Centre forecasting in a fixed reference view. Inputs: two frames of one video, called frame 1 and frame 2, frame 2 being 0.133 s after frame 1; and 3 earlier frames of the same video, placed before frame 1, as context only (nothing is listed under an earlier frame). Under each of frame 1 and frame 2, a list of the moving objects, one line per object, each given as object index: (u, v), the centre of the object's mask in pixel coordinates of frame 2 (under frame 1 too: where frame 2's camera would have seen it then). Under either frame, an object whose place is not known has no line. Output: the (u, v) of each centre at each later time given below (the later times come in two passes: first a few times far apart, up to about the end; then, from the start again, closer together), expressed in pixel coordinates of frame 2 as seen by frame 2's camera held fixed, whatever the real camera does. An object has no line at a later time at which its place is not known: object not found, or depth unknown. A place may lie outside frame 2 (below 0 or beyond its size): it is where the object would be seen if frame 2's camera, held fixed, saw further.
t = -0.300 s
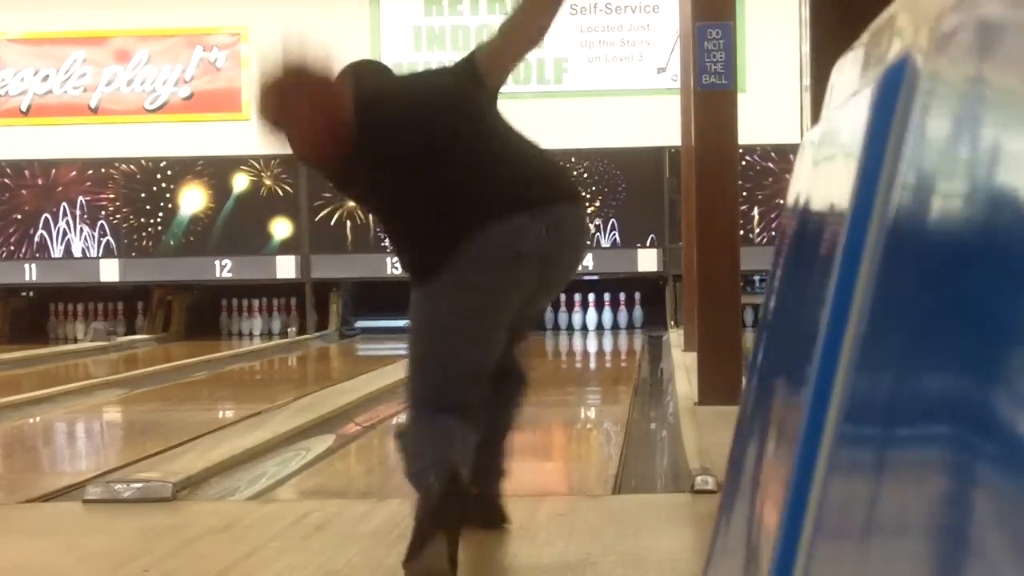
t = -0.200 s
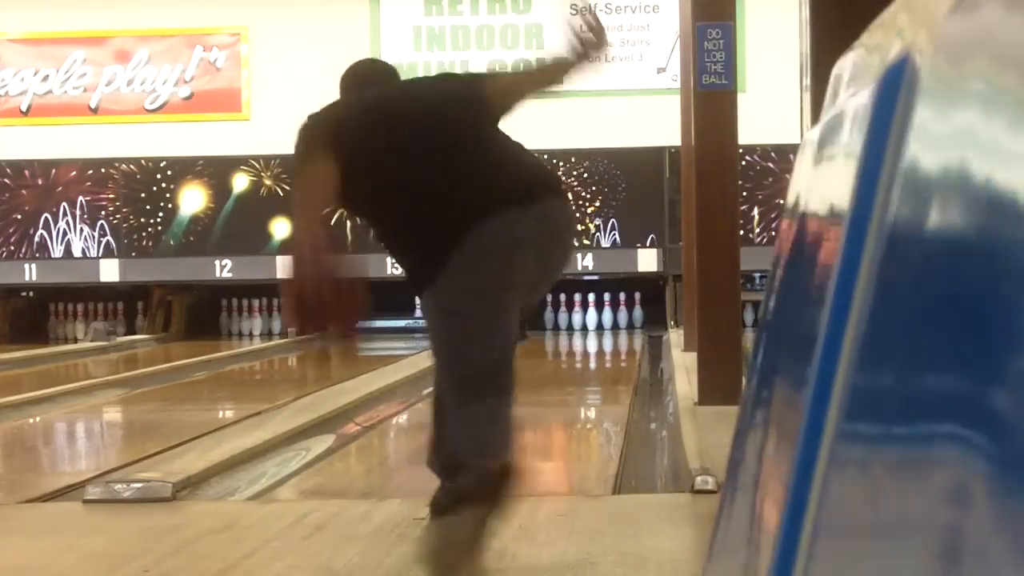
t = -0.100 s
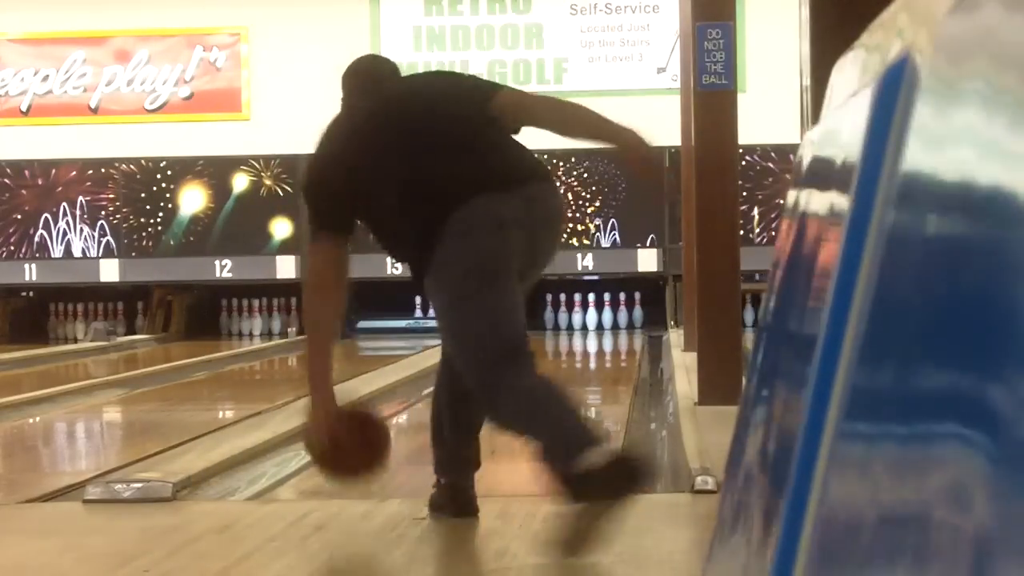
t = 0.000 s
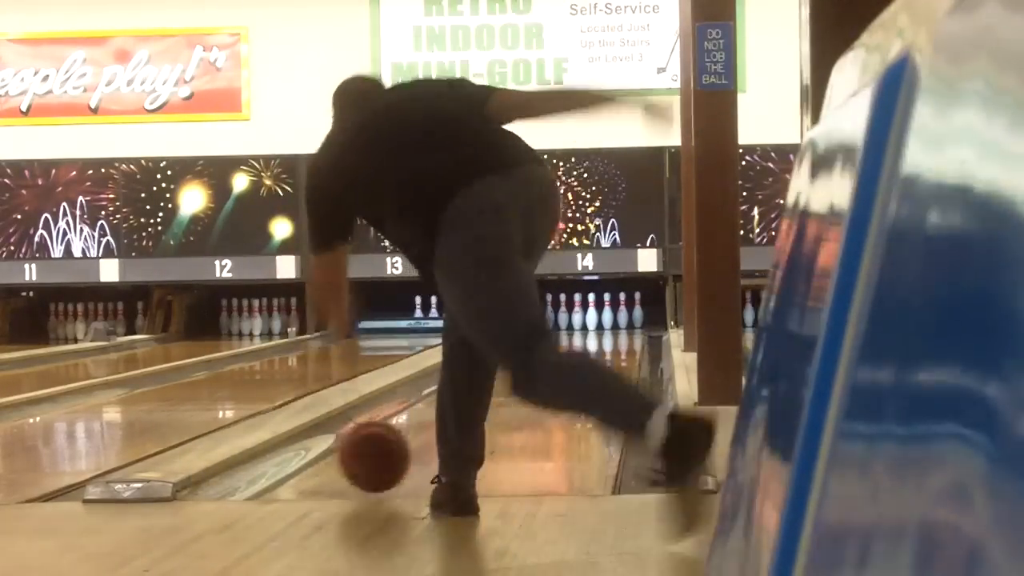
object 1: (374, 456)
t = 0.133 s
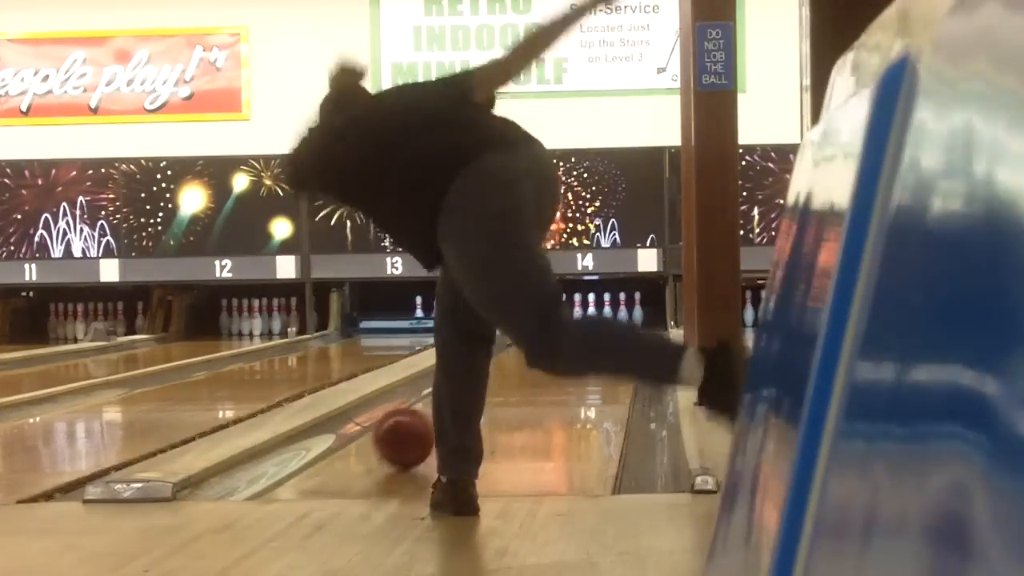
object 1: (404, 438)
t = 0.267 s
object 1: (419, 417)
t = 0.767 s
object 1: (496, 375)
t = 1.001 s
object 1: (503, 359)
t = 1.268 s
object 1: (522, 346)
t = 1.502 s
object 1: (537, 338)
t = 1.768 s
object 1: (556, 331)
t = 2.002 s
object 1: (573, 326)
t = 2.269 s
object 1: (592, 320)
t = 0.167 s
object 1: (408, 431)
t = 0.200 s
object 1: (412, 426)
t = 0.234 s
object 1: (415, 423)
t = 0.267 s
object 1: (419, 417)
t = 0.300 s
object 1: (423, 413)
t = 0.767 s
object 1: (496, 375)
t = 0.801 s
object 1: (497, 372)
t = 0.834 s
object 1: (498, 369)
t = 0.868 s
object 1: (498, 366)
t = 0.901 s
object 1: (497, 365)
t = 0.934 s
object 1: (498, 362)
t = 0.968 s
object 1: (501, 360)
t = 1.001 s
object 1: (503, 359)
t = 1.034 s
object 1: (505, 356)
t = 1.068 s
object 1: (507, 359)
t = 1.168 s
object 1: (515, 349)
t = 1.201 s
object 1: (517, 349)
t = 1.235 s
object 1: (519, 347)
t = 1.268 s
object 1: (522, 346)
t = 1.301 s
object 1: (524, 345)
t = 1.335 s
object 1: (526, 343)
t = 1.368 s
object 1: (529, 343)
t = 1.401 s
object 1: (530, 342)
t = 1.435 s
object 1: (532, 341)
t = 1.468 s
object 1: (534, 339)
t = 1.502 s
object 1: (537, 338)
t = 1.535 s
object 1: (538, 338)
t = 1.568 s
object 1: (541, 337)
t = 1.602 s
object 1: (543, 336)
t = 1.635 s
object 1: (544, 335)
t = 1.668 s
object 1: (548, 335)
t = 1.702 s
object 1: (550, 333)
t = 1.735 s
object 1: (553, 333)
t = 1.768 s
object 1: (556, 331)
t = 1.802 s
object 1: (557, 330)
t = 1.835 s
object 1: (560, 330)
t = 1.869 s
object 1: (563, 329)
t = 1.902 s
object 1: (565, 328)
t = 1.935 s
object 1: (568, 327)
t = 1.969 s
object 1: (571, 326)
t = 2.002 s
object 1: (573, 326)
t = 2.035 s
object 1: (575, 325)
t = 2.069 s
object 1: (578, 324)
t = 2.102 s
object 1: (580, 323)
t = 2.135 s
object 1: (582, 323)
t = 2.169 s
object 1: (586, 323)
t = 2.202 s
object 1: (589, 323)
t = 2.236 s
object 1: (591, 322)
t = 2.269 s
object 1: (592, 320)
